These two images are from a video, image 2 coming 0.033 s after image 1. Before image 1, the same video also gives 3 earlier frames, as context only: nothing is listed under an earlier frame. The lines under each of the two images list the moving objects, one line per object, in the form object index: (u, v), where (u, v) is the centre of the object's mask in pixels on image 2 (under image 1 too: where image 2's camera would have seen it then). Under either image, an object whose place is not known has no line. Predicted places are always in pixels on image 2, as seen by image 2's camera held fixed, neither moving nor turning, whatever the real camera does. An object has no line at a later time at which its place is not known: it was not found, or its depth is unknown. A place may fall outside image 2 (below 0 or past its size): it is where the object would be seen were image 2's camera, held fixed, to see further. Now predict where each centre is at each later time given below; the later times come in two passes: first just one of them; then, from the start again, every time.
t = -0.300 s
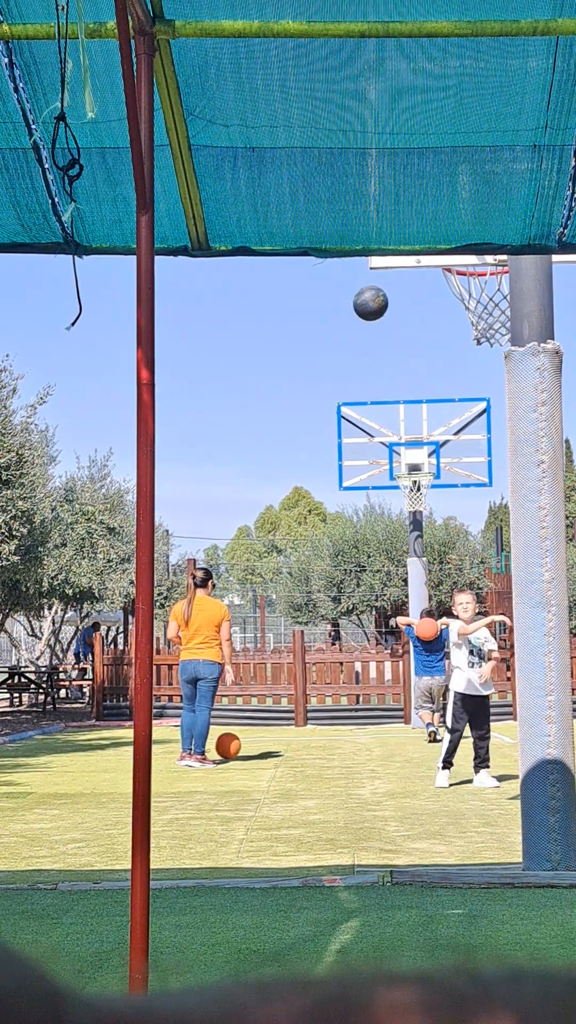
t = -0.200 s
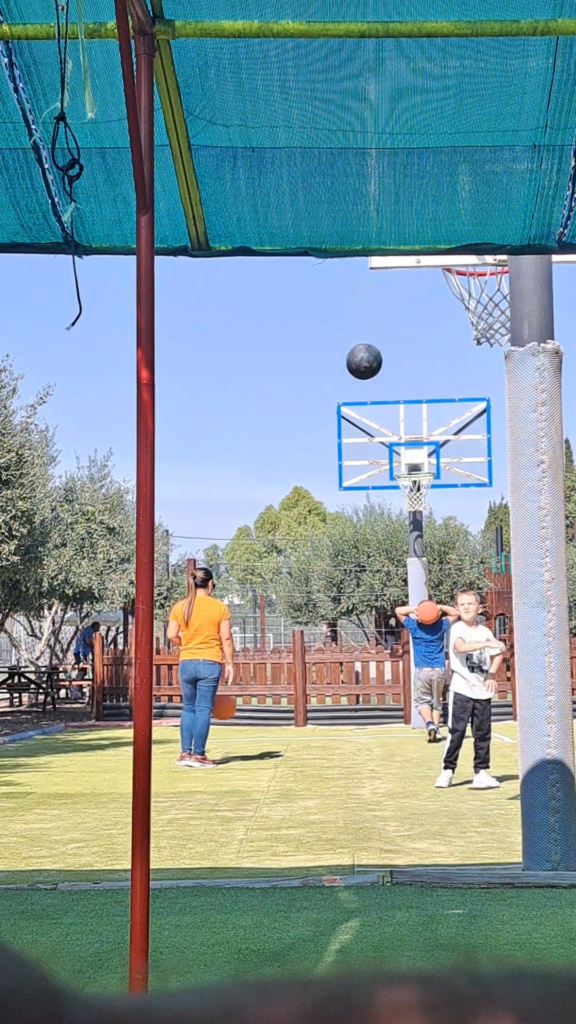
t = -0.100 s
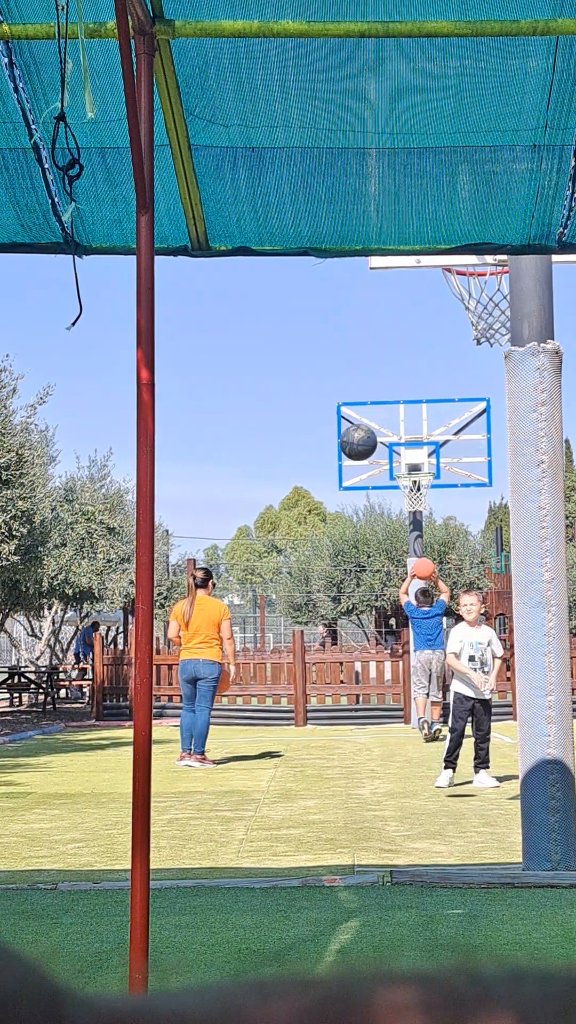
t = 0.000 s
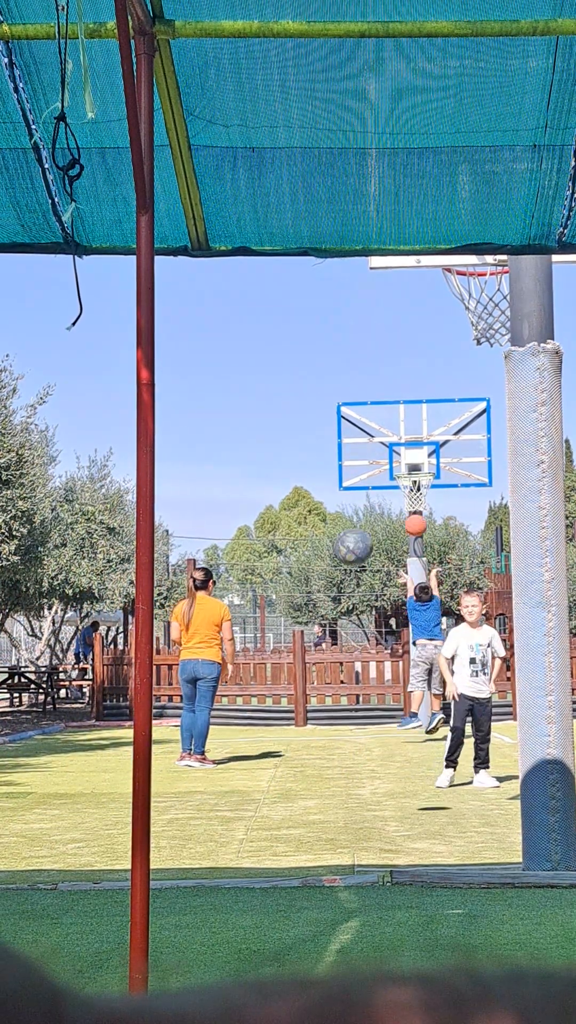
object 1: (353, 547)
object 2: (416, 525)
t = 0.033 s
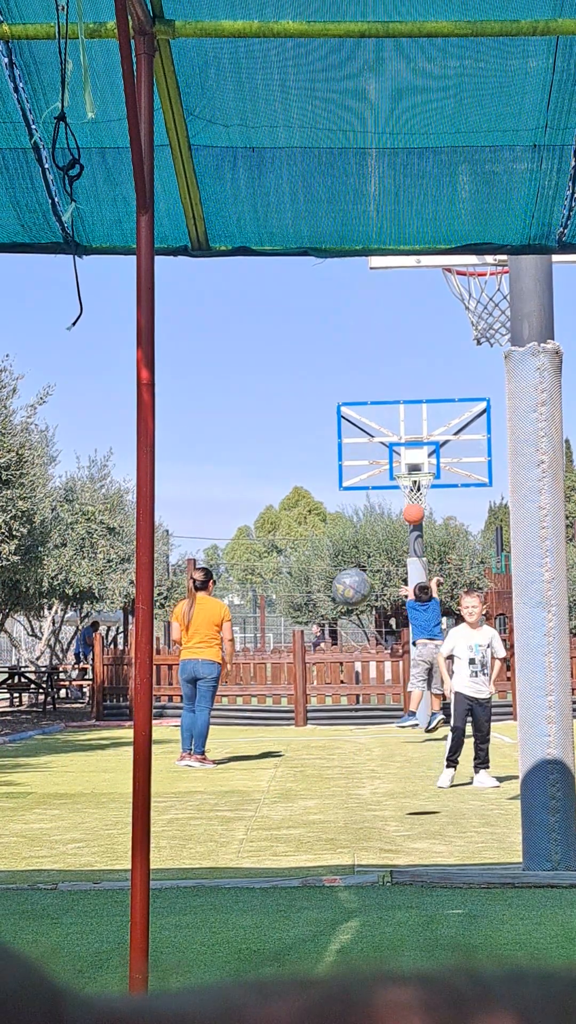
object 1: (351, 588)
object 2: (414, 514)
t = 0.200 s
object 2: (403, 476)
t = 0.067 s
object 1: (350, 632)
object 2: (411, 504)
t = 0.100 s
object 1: (348, 680)
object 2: (409, 494)
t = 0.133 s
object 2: (407, 487)
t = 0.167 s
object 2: (405, 481)
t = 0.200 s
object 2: (403, 476)
